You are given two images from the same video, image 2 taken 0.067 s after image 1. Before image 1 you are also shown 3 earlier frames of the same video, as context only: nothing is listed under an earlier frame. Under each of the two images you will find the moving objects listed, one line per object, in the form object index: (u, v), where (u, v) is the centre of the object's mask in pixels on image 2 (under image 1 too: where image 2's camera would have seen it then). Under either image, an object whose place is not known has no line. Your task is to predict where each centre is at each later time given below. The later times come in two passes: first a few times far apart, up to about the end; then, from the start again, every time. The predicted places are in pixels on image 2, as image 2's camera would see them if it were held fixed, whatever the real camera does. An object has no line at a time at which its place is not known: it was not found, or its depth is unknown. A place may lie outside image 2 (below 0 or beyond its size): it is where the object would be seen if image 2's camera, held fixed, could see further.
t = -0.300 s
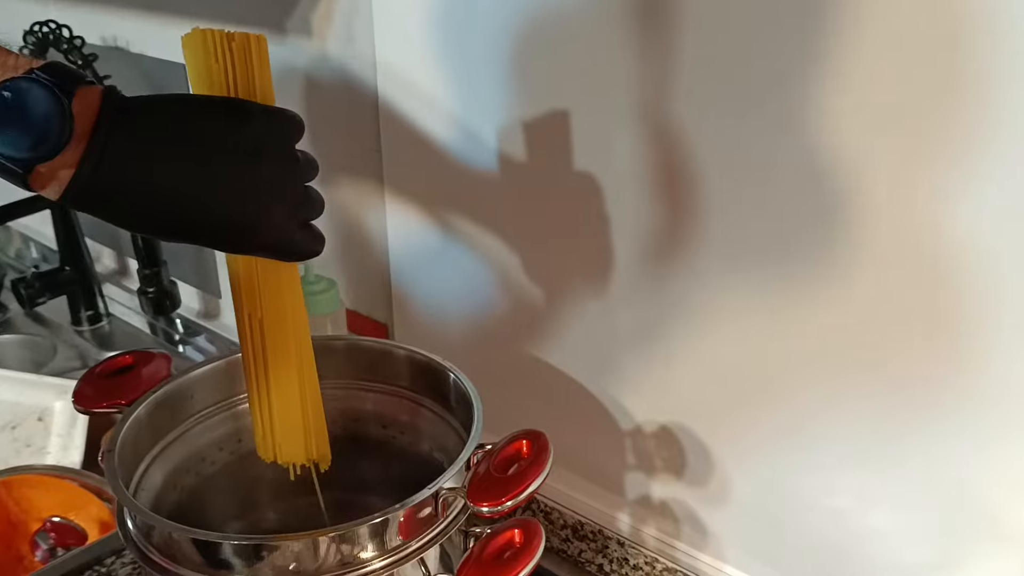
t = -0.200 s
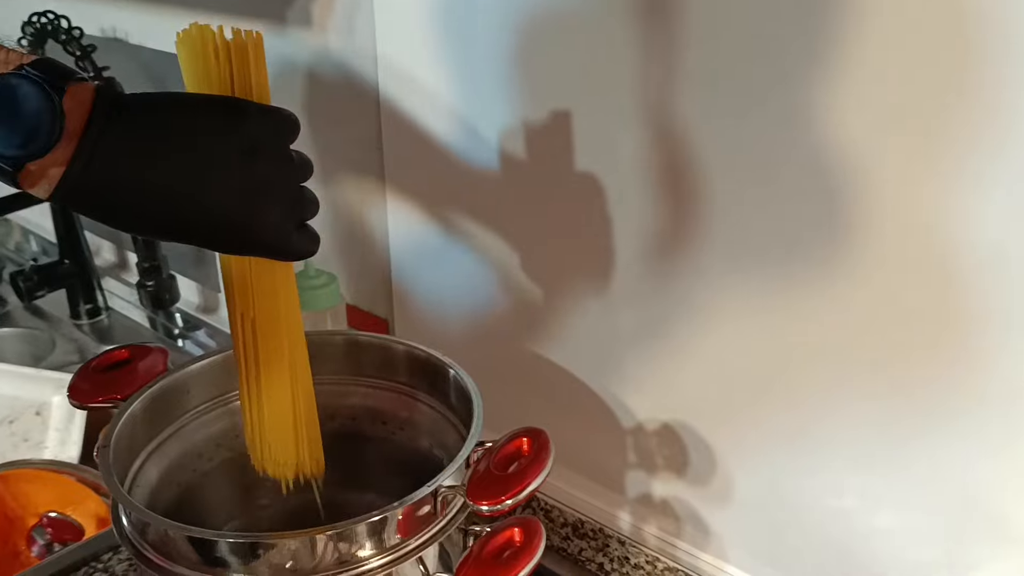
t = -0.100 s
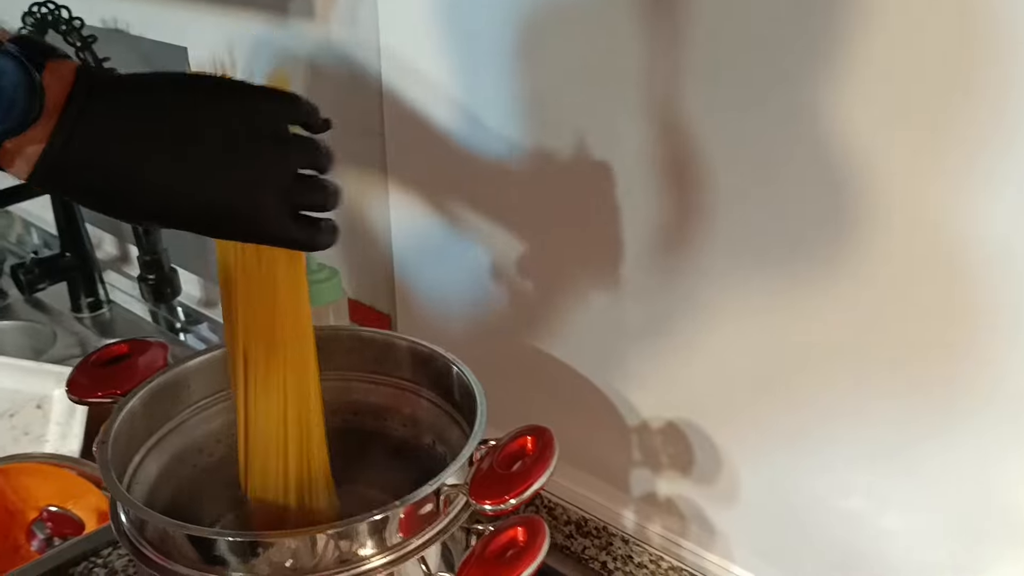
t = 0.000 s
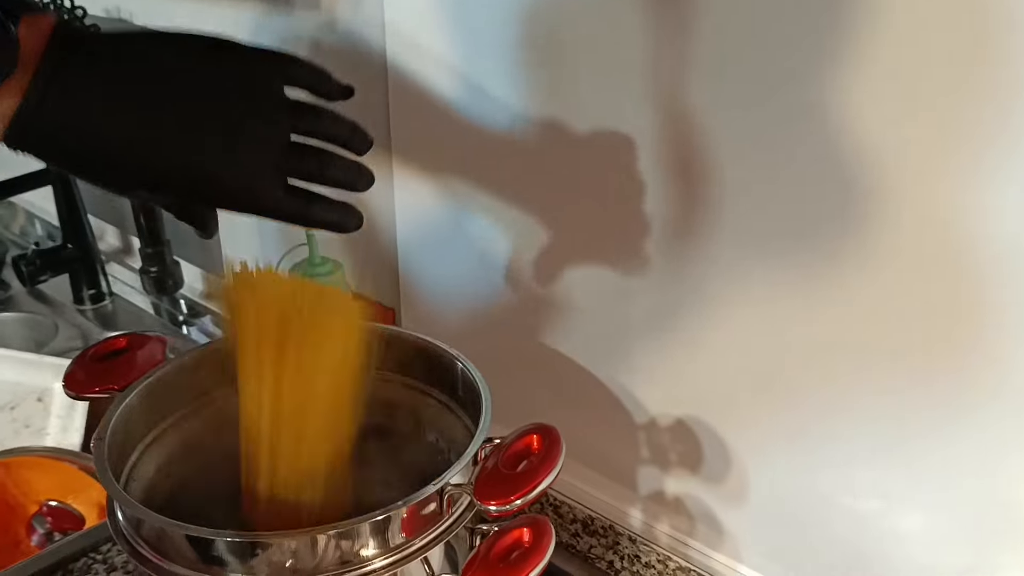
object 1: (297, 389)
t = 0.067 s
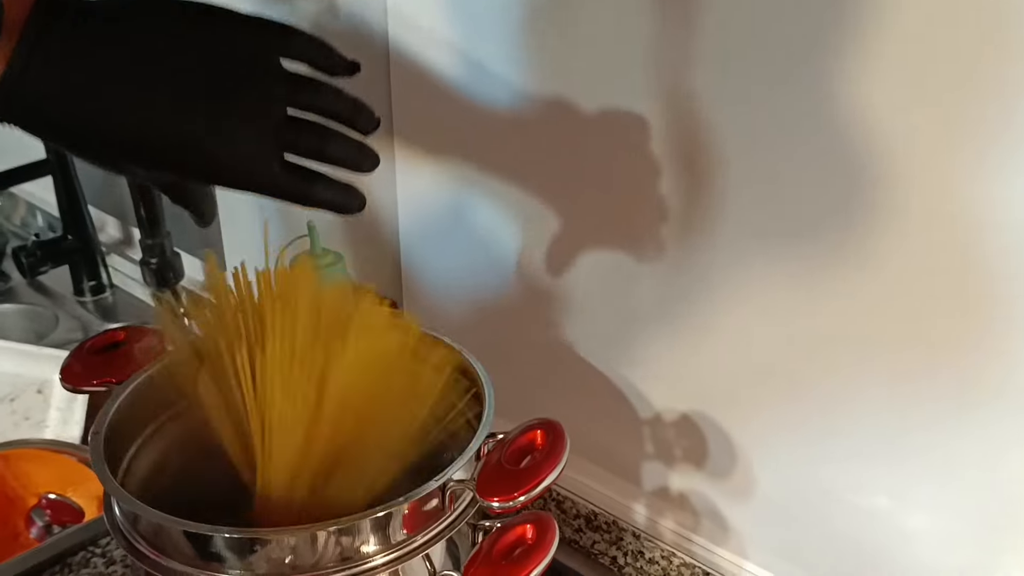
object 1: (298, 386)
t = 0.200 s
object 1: (285, 403)
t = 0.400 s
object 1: (280, 406)
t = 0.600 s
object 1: (281, 406)
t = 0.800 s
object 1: (282, 405)
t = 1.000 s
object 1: (284, 405)
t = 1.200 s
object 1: (281, 404)
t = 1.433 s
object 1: (282, 402)
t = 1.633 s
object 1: (281, 400)
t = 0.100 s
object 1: (295, 393)
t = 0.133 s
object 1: (289, 397)
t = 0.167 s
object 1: (284, 401)
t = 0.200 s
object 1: (285, 403)
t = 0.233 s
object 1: (284, 403)
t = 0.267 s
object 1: (283, 404)
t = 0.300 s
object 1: (281, 405)
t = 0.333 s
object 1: (278, 405)
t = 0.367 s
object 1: (277, 406)
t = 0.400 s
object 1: (280, 406)
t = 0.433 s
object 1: (281, 406)
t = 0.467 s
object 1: (281, 406)
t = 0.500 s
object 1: (281, 406)
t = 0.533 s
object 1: (281, 406)
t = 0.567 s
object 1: (282, 406)
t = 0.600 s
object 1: (281, 406)
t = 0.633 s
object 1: (281, 406)
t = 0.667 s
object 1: (281, 406)
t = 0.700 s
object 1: (281, 406)
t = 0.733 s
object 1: (282, 405)
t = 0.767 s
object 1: (282, 406)
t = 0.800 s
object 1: (282, 405)
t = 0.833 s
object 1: (282, 405)
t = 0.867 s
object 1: (281, 405)
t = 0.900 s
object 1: (282, 405)
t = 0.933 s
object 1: (282, 405)
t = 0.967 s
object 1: (283, 405)
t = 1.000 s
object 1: (284, 405)
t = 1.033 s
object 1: (283, 405)
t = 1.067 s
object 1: (283, 405)
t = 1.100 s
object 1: (283, 405)
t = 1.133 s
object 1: (282, 405)
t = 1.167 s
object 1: (282, 404)
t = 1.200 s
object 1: (281, 404)
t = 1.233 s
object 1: (281, 404)
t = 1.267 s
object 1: (281, 403)
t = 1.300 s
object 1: (281, 403)
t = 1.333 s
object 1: (282, 403)
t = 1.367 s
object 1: (282, 402)
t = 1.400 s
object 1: (282, 402)
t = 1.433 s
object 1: (282, 402)
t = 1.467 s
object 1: (282, 402)
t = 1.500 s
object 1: (281, 402)
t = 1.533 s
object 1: (280, 401)
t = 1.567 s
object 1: (280, 401)
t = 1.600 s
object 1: (280, 400)
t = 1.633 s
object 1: (281, 400)
